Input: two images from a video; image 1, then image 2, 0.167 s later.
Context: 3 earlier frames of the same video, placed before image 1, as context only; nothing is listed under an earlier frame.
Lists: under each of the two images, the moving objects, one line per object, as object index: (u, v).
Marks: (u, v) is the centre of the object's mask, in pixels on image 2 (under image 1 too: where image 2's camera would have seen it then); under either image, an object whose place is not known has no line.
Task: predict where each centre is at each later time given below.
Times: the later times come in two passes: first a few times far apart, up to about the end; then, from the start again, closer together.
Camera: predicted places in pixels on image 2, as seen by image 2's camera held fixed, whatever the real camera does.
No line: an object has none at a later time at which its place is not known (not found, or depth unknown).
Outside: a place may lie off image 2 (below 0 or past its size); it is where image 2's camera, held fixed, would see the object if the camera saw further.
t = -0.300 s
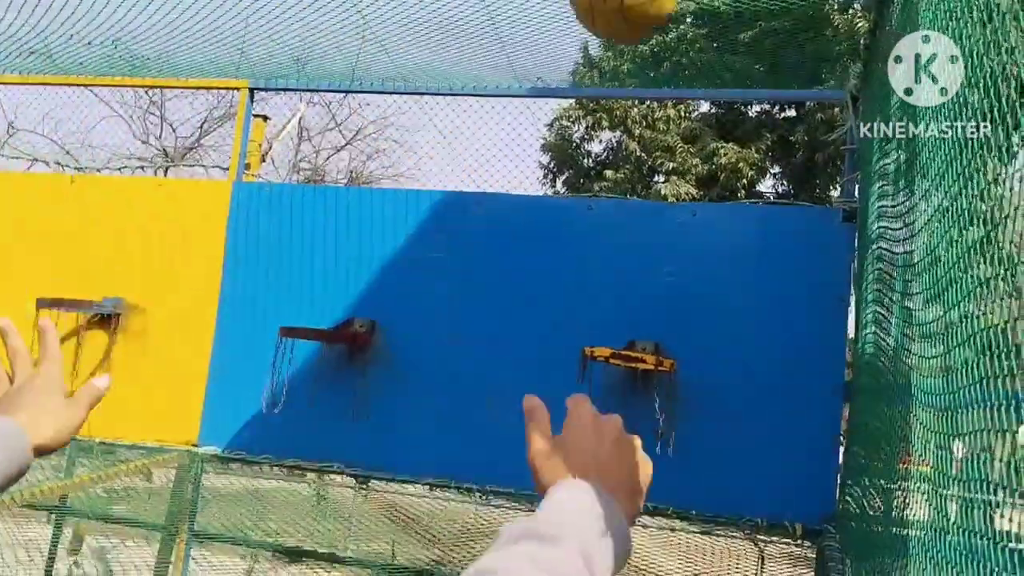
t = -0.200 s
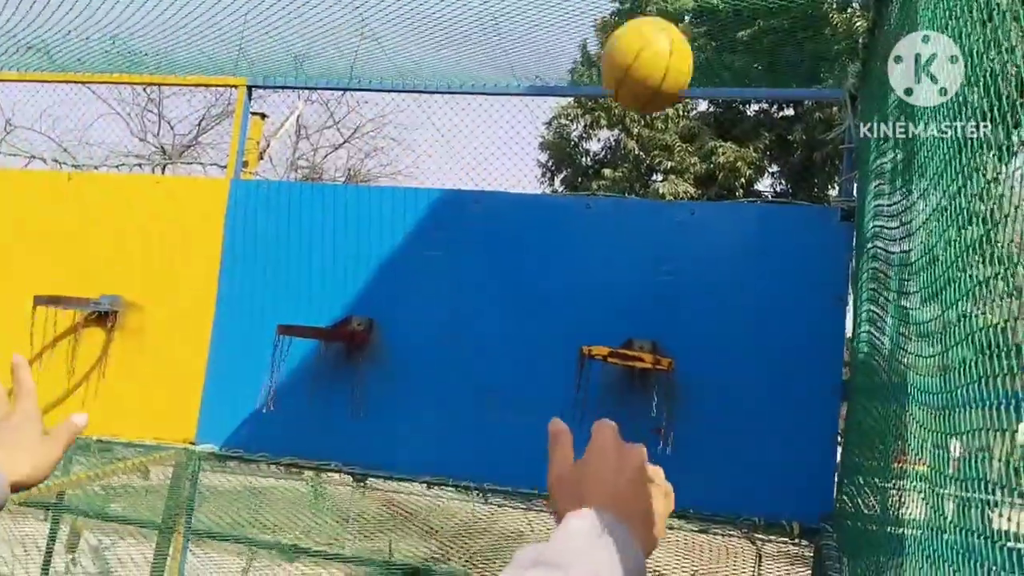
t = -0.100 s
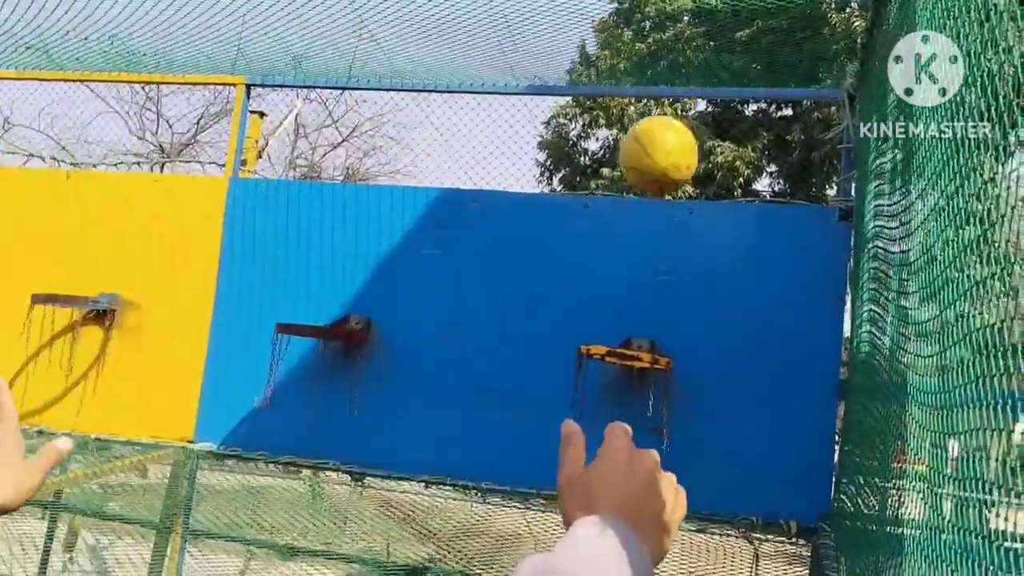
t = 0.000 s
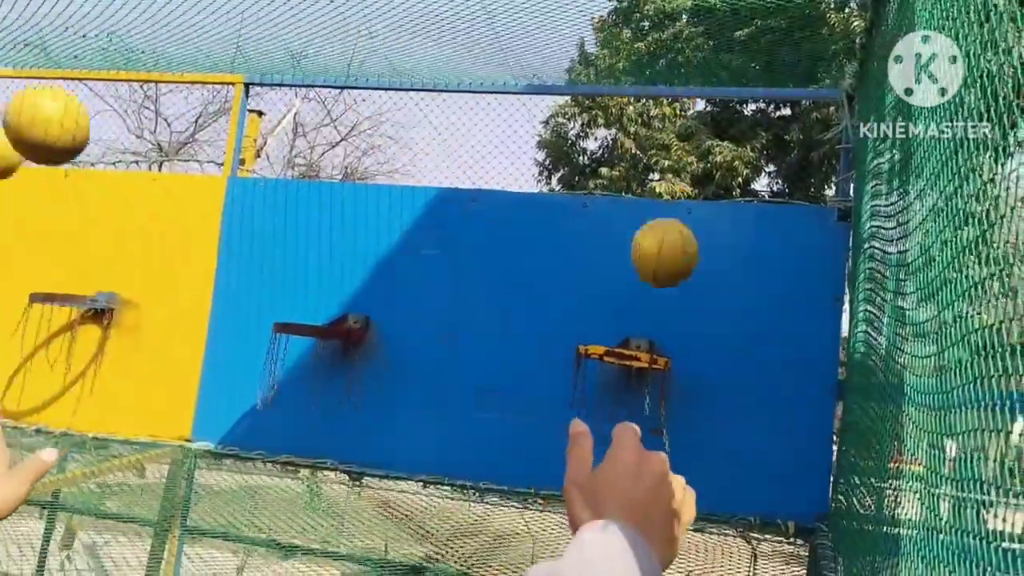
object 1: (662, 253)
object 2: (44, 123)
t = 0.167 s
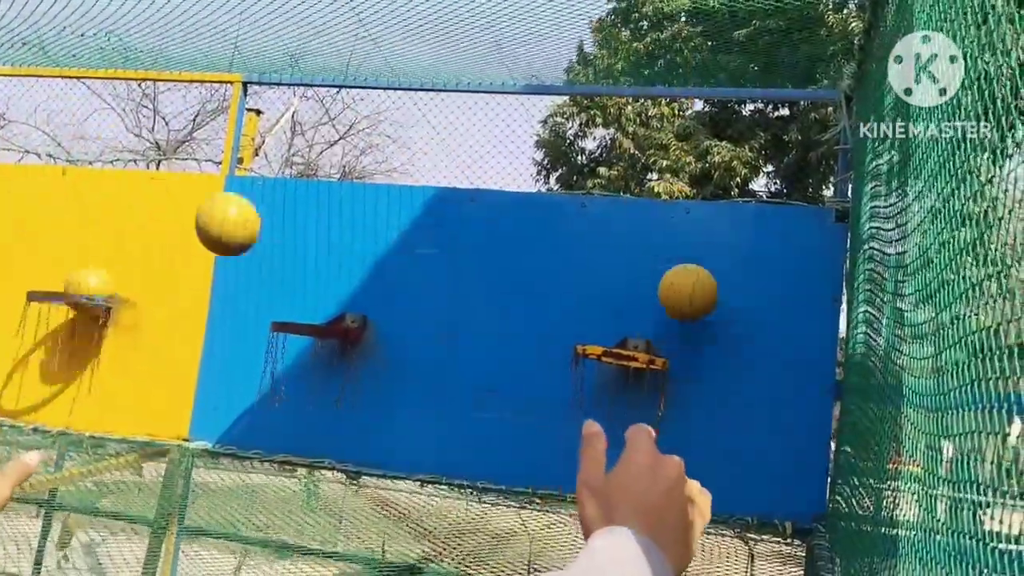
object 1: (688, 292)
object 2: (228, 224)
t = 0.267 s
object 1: (706, 261)
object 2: (297, 297)
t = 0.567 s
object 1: (722, 267)
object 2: (402, 214)
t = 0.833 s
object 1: (720, 542)
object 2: (456, 267)
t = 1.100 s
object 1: (663, 541)
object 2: (495, 580)
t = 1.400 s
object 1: (666, 611)
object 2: (555, 604)
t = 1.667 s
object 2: (534, 631)
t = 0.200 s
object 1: (695, 281)
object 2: (253, 248)
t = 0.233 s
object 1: (702, 273)
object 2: (276, 273)
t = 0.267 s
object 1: (706, 261)
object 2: (297, 297)
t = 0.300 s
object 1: (709, 250)
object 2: (319, 309)
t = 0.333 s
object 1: (711, 242)
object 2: (344, 306)
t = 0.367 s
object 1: (713, 236)
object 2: (354, 290)
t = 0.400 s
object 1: (715, 234)
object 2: (363, 272)
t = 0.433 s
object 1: (717, 234)
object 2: (371, 255)
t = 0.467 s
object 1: (719, 237)
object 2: (379, 241)
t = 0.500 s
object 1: (721, 244)
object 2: (387, 230)
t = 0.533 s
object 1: (722, 254)
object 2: (394, 220)
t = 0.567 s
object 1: (722, 267)
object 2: (402, 214)
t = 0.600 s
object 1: (723, 285)
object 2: (409, 210)
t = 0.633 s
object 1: (724, 307)
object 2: (417, 208)
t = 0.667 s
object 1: (724, 333)
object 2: (424, 210)
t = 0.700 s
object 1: (724, 363)
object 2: (431, 215)
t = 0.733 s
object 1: (723, 400)
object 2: (437, 222)
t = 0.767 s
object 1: (722, 440)
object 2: (443, 234)
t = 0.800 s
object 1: (721, 487)
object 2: (450, 248)
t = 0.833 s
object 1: (720, 542)
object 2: (456, 267)
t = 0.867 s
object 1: (717, 590)
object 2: (462, 290)
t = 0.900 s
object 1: (715, 606)
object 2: (467, 316)
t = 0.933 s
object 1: (708, 603)
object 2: (472, 347)
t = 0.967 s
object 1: (701, 593)
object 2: (477, 383)
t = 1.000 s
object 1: (691, 575)
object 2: (481, 424)
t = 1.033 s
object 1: (682, 560)
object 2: (485, 471)
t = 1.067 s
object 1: (673, 549)
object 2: (490, 525)
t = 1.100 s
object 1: (663, 541)
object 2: (495, 580)
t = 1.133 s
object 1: (652, 537)
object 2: (510, 612)
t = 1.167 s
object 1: (642, 537)
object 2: (528, 618)
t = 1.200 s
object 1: (630, 542)
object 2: (544, 611)
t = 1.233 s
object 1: (617, 552)
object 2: (559, 604)
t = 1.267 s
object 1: (618, 558)
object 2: (560, 607)
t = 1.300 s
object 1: (628, 563)
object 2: (558, 608)
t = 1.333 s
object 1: (640, 572)
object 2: (557, 609)
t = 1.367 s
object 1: (653, 588)
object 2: (556, 606)
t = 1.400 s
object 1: (666, 611)
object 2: (555, 604)
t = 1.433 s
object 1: (678, 641)
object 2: (552, 605)
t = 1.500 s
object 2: (547, 614)
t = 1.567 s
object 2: (542, 627)
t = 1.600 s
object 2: (540, 628)
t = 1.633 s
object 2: (536, 629)
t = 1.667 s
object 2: (534, 631)
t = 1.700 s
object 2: (531, 636)
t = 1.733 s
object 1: (679, 746)
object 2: (528, 641)
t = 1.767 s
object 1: (671, 756)
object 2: (525, 647)
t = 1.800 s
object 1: (660, 768)
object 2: (521, 651)
